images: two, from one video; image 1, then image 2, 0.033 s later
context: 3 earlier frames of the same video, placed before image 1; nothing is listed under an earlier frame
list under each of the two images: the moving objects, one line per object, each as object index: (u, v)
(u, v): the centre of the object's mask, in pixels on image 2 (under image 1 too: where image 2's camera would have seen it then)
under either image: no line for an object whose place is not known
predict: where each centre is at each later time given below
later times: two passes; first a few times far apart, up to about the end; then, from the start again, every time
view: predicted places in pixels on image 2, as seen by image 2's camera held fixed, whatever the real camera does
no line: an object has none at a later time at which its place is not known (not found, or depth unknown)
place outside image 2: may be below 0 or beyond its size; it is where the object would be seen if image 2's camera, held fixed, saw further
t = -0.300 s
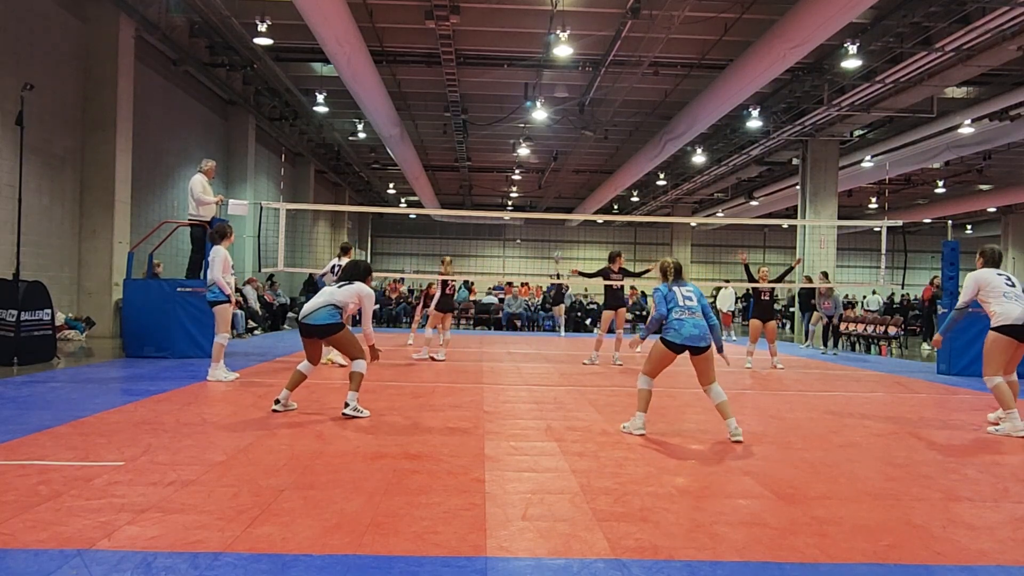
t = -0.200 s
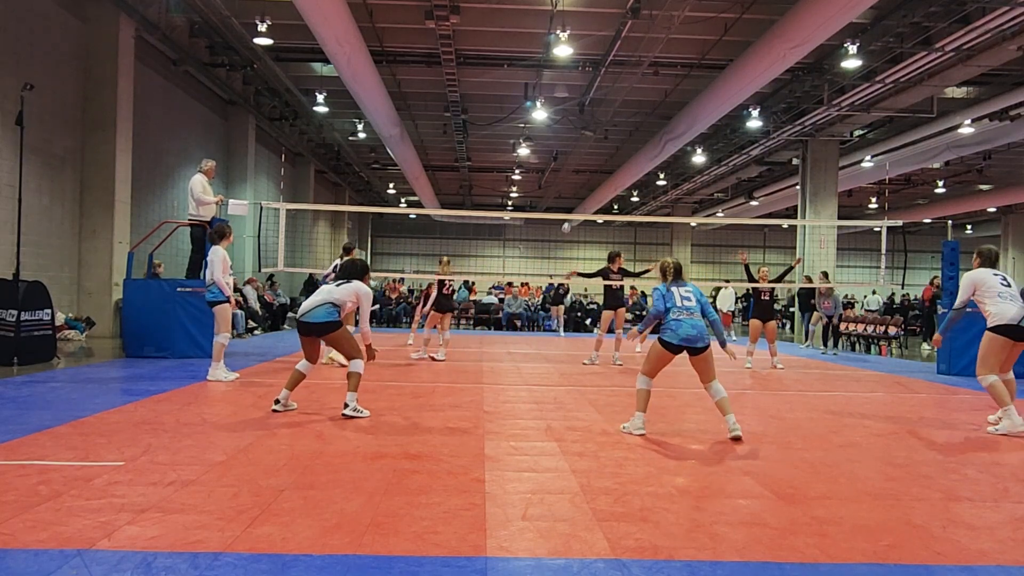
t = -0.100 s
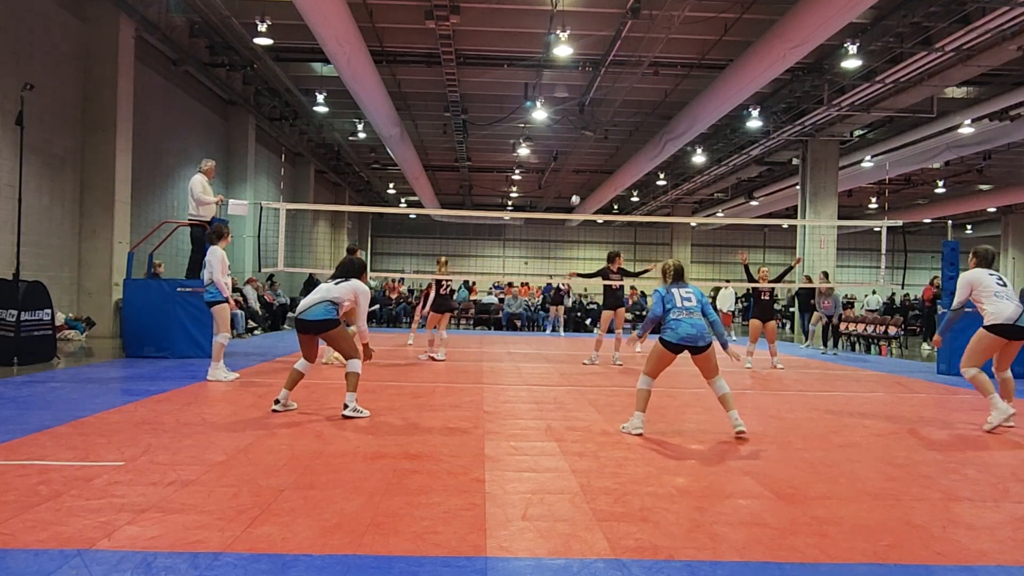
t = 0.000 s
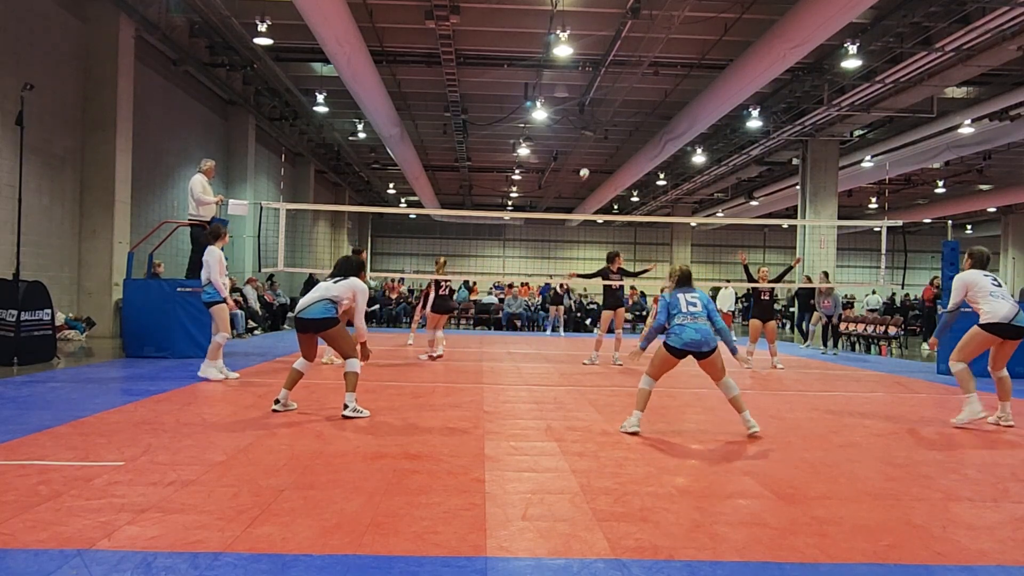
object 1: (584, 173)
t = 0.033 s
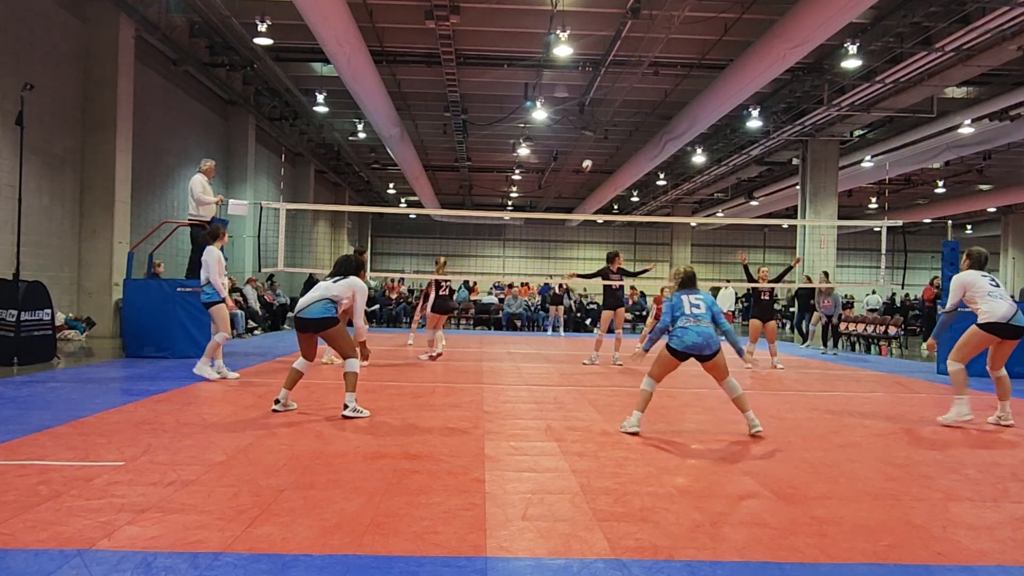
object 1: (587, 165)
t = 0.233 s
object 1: (605, 118)
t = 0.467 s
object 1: (628, 71)
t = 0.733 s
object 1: (653, 50)
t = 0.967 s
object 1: (683, 88)
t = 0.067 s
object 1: (590, 156)
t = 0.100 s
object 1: (593, 148)
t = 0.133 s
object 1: (596, 140)
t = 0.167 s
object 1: (599, 133)
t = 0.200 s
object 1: (602, 125)
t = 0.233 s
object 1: (605, 118)
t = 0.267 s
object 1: (608, 110)
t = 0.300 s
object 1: (611, 103)
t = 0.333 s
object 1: (615, 96)
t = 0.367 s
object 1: (618, 89)
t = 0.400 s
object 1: (621, 83)
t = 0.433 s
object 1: (625, 77)
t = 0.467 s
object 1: (628, 71)
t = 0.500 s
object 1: (631, 66)
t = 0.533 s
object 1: (634, 62)
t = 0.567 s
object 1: (638, 58)
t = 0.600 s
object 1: (641, 55)
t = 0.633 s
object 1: (644, 53)
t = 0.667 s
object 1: (647, 51)
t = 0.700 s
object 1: (650, 50)
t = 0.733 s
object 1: (653, 50)
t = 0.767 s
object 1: (656, 52)
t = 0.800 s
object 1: (660, 54)
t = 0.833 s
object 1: (664, 58)
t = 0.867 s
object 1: (668, 64)
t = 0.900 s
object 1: (673, 70)
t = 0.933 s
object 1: (678, 78)
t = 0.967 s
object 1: (683, 88)
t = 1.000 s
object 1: (689, 98)
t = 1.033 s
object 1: (696, 112)
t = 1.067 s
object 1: (704, 129)
